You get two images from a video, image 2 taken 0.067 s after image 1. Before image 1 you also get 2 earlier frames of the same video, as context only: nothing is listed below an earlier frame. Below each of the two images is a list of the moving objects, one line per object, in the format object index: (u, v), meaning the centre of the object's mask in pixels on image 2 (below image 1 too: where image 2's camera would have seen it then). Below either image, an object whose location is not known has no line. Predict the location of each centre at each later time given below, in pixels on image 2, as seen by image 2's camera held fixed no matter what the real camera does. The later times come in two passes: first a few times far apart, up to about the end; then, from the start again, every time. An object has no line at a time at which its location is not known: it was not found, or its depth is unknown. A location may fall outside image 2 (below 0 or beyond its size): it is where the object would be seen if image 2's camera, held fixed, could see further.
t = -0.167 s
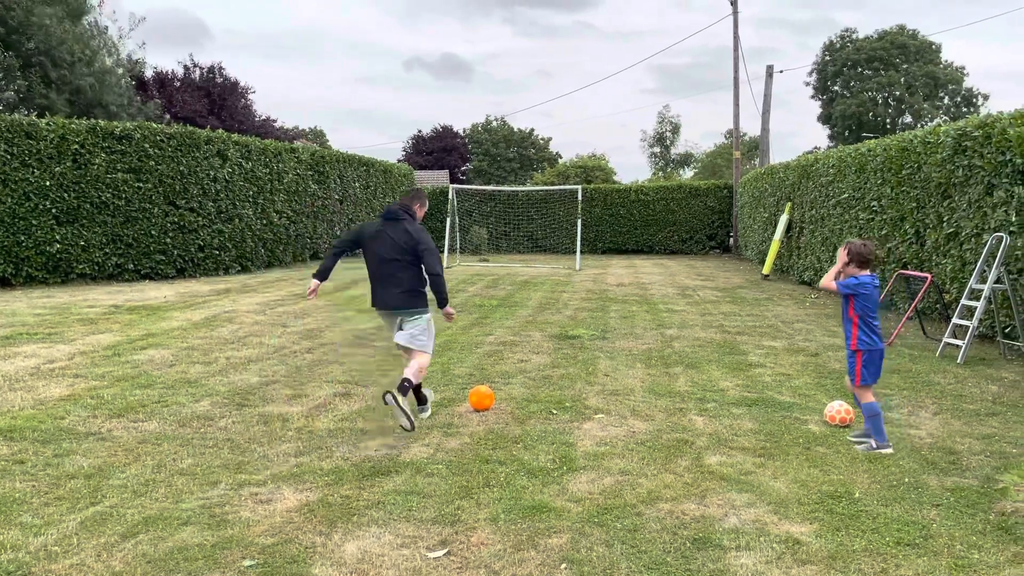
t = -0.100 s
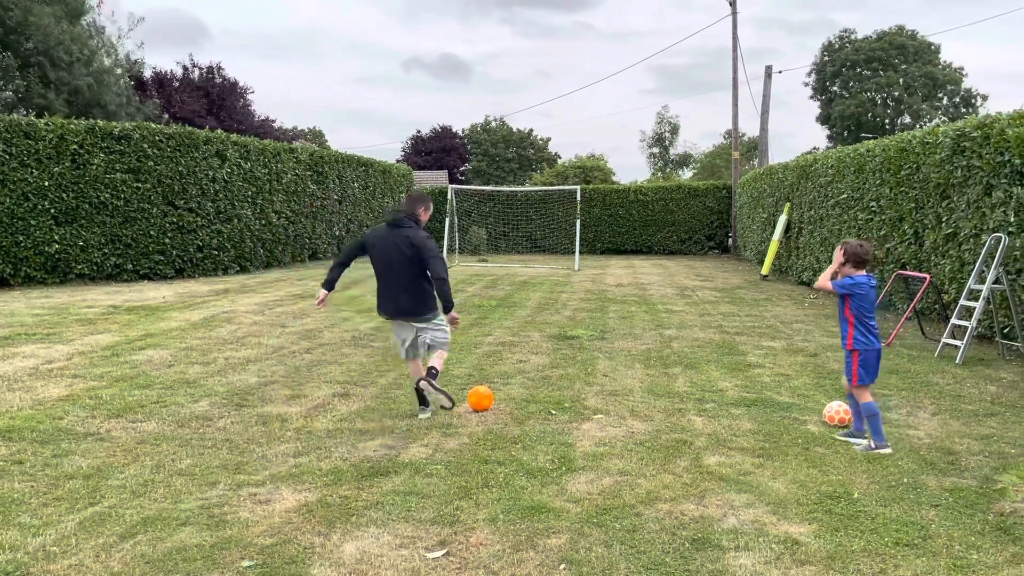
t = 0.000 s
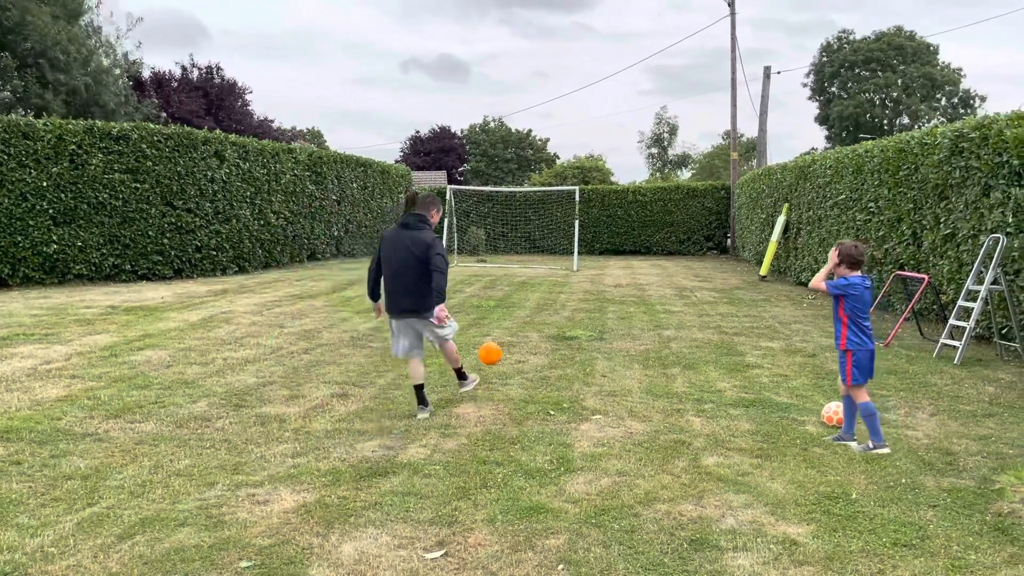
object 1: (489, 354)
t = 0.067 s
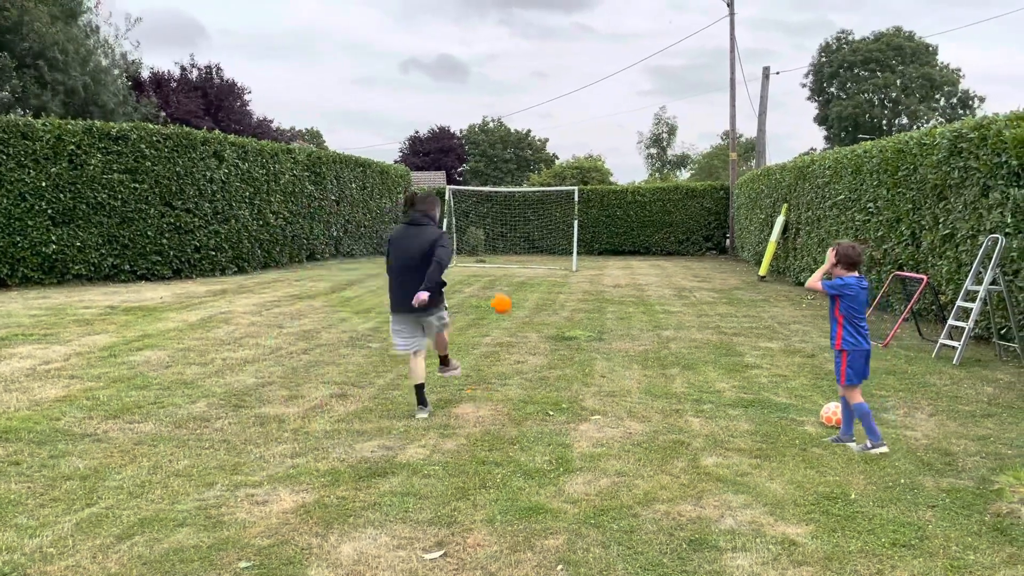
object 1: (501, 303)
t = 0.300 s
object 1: (517, 209)
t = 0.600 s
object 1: (520, 175)
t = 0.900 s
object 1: (517, 183)
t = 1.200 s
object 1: (511, 213)
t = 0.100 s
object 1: (504, 282)
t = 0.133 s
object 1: (508, 266)
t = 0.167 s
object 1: (510, 251)
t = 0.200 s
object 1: (513, 238)
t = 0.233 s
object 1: (514, 227)
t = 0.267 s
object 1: (516, 217)
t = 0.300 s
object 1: (517, 209)
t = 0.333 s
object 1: (518, 202)
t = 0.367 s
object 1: (519, 196)
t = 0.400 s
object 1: (520, 190)
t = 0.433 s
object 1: (520, 186)
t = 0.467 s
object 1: (520, 183)
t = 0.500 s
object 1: (520, 181)
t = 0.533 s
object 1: (520, 177)
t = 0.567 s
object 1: (520, 176)
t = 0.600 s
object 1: (520, 175)
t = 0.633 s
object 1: (520, 175)
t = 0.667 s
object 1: (520, 175)
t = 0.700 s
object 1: (520, 175)
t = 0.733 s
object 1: (520, 175)
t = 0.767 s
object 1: (519, 176)
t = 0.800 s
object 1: (519, 177)
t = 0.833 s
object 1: (518, 179)
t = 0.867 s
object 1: (518, 181)
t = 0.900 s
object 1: (517, 183)
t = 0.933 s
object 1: (516, 185)
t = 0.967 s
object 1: (516, 188)
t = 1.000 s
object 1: (516, 192)
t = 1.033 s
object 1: (515, 193)
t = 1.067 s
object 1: (514, 197)
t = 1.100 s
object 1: (513, 201)
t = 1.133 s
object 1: (513, 205)
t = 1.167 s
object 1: (512, 209)
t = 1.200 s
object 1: (511, 213)
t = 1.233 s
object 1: (511, 217)
